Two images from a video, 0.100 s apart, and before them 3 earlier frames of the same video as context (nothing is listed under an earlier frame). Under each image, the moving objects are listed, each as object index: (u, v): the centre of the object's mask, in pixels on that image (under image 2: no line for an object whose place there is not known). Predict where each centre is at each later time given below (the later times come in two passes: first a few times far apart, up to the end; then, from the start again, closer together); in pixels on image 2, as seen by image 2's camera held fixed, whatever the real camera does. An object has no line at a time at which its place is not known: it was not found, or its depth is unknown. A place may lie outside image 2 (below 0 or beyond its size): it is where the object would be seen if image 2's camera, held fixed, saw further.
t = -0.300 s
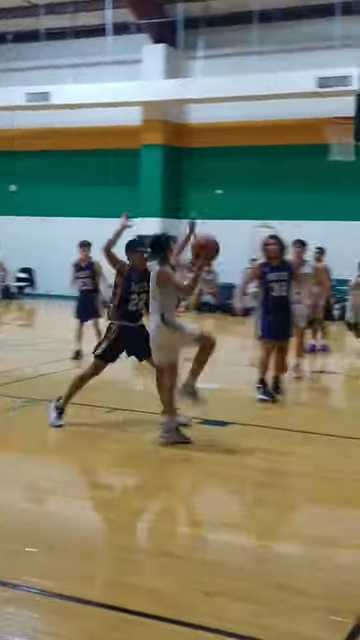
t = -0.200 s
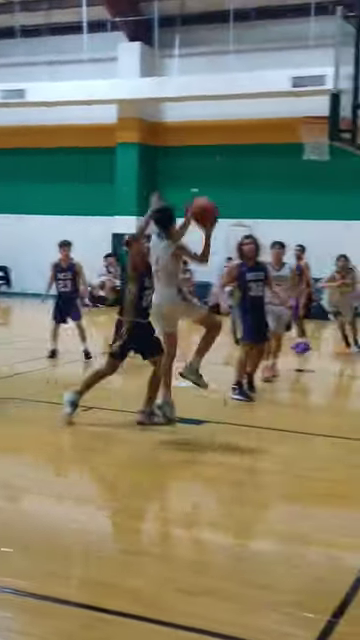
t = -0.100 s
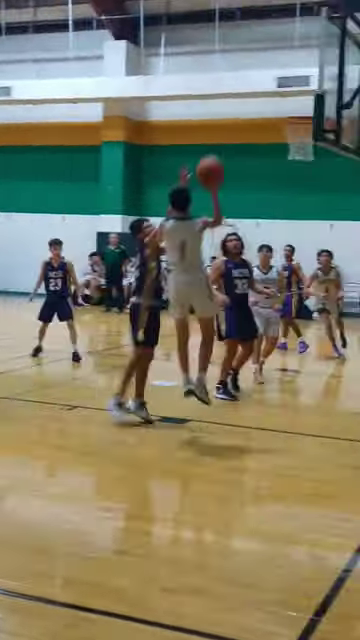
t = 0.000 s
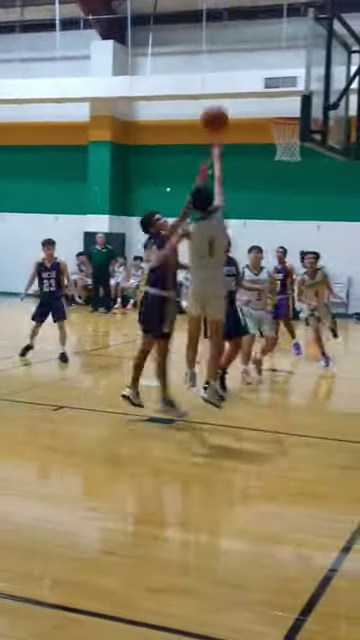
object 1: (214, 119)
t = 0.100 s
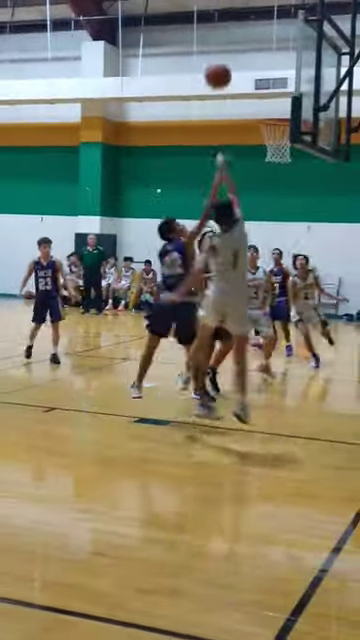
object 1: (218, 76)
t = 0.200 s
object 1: (228, 45)
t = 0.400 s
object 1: (247, 21)
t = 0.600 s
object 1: (262, 39)
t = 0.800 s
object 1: (273, 90)
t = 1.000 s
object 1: (283, 157)
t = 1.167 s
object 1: (287, 210)
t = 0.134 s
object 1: (221, 63)
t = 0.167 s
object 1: (224, 53)
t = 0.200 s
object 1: (228, 45)
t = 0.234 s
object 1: (231, 38)
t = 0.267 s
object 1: (235, 31)
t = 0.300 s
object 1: (238, 27)
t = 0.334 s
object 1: (241, 24)
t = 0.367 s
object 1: (244, 22)
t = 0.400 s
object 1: (247, 21)
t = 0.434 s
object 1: (250, 21)
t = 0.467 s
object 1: (252, 22)
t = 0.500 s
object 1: (255, 25)
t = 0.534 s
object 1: (257, 27)
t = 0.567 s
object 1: (260, 34)
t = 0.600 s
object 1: (262, 39)
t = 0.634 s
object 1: (264, 45)
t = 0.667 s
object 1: (266, 52)
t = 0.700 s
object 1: (267, 62)
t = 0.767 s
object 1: (272, 80)
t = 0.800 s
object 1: (273, 90)
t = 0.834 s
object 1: (275, 103)
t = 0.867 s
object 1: (276, 115)
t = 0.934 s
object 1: (277, 135)
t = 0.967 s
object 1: (280, 152)
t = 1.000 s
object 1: (283, 157)
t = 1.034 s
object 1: (283, 165)
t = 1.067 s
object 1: (283, 173)
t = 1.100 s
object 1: (285, 185)
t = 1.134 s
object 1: (286, 197)
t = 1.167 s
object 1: (287, 210)
